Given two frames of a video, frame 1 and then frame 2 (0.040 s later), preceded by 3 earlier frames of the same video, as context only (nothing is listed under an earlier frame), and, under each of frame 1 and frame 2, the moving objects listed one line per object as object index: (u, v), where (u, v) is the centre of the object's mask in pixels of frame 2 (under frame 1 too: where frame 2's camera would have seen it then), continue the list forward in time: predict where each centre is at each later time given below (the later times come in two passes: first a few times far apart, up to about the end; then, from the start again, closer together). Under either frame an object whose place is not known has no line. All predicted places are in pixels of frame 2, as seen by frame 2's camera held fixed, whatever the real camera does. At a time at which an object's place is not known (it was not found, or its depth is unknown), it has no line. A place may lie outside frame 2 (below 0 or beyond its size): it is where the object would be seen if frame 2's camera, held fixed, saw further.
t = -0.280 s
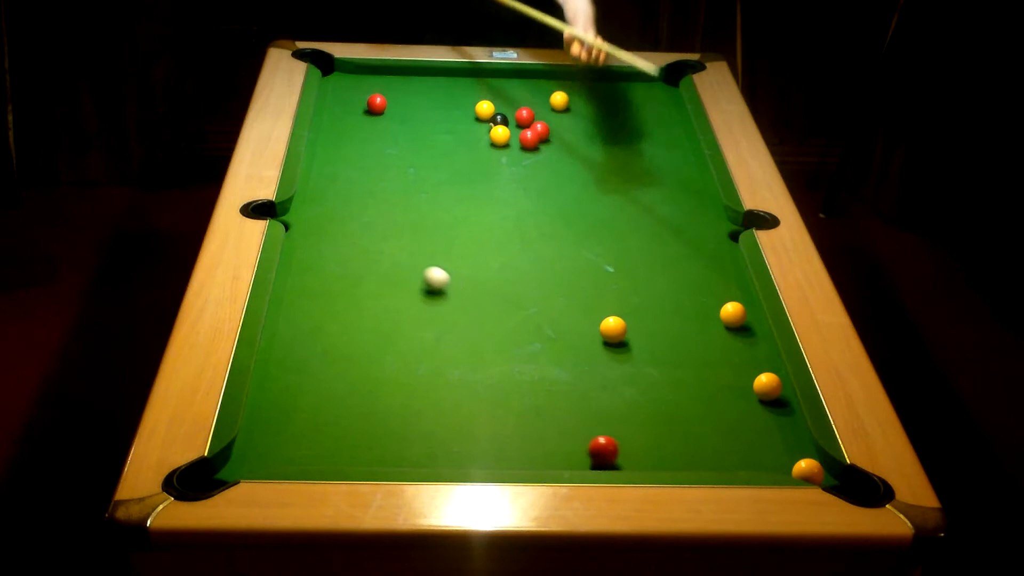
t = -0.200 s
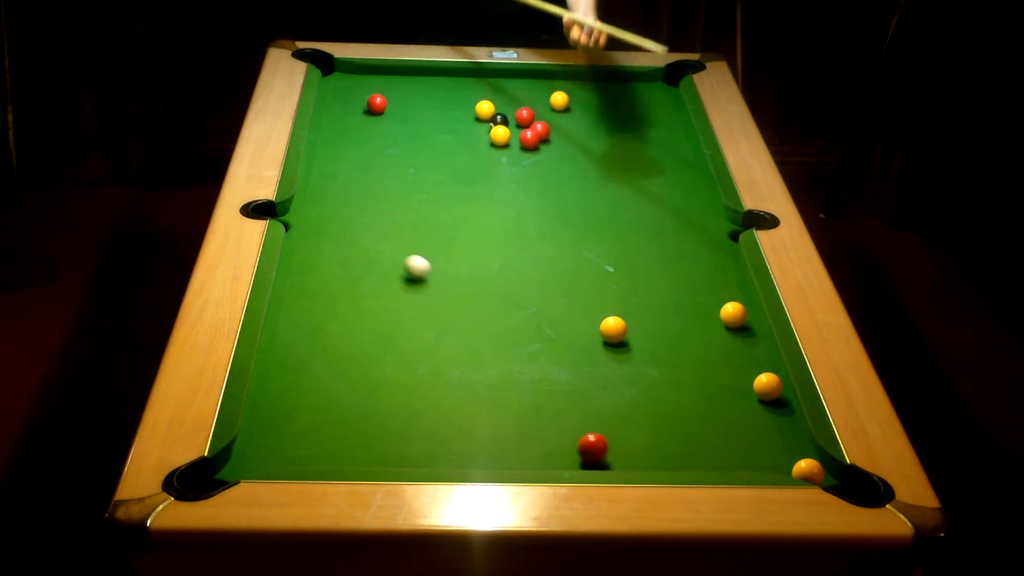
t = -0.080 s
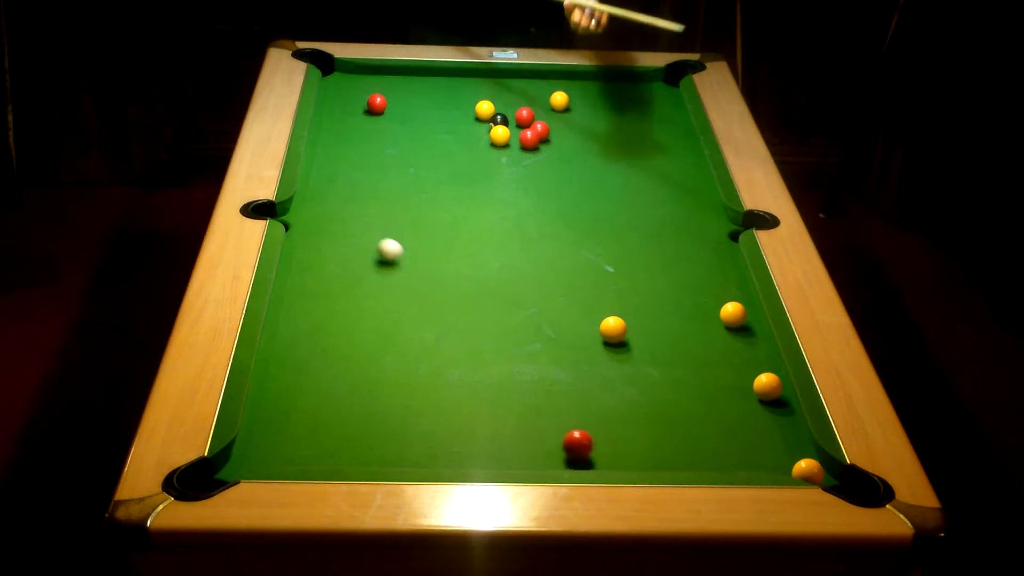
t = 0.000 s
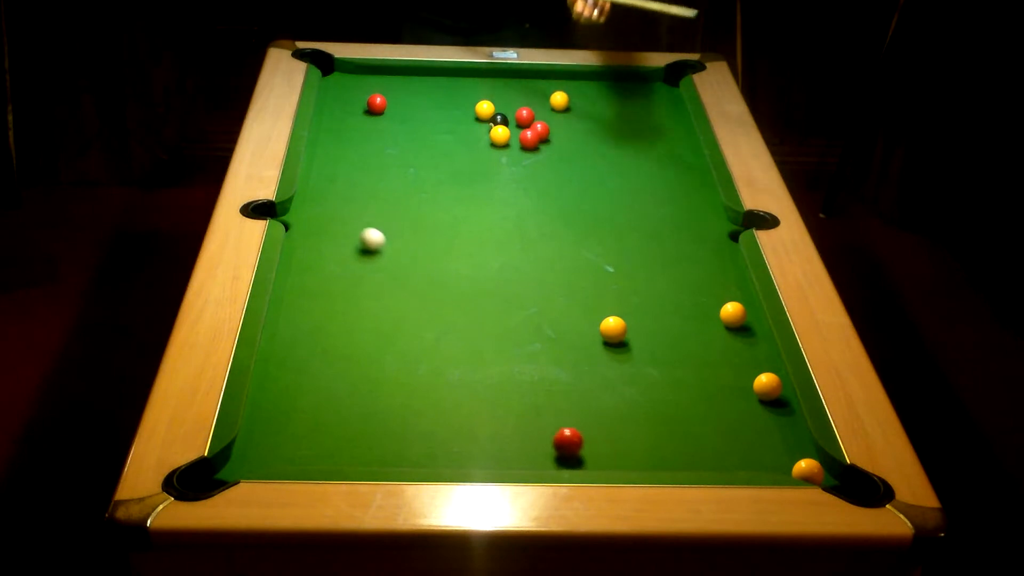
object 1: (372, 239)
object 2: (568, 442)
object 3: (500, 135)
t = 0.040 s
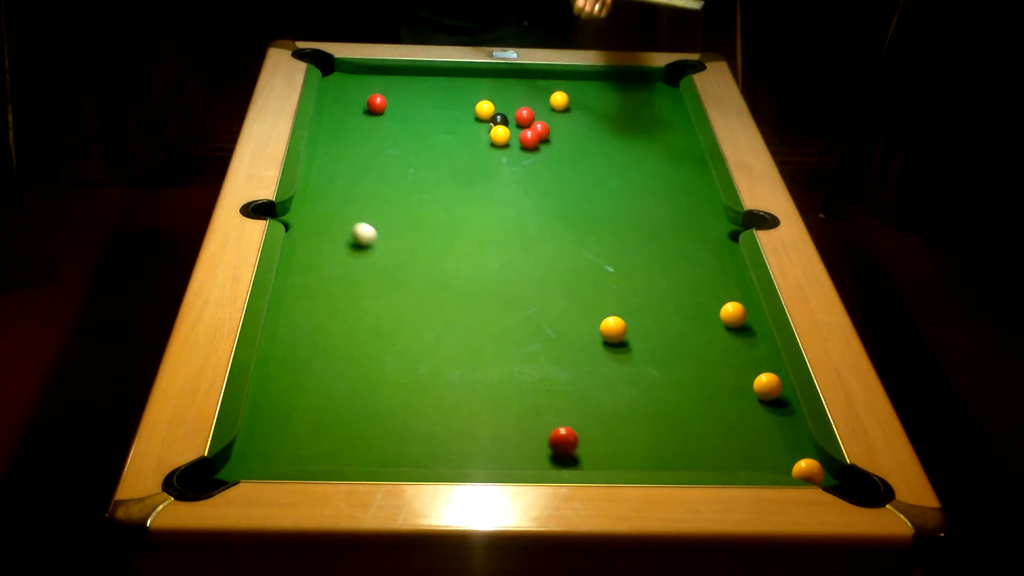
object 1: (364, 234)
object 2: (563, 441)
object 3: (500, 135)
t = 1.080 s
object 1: (429, 156)
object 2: (476, 421)
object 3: (500, 135)
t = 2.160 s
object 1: (484, 130)
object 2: (450, 412)
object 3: (521, 125)
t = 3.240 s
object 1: (484, 128)
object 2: (450, 412)
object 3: (522, 123)
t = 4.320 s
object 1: (484, 128)
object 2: (450, 412)
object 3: (522, 124)
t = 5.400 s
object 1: (484, 128)
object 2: (450, 412)
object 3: (522, 124)
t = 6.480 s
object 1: (484, 128)
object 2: (450, 411)
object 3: (522, 124)
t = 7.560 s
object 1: (484, 128)
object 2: (450, 411)
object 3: (522, 124)
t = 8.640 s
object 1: (484, 128)
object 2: (450, 411)
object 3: (522, 124)
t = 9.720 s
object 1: (484, 128)
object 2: (450, 412)
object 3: (522, 124)
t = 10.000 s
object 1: (484, 127)
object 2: (450, 412)
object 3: (522, 124)
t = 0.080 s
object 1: (356, 229)
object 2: (559, 440)
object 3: (500, 135)
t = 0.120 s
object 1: (348, 224)
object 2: (554, 439)
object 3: (500, 135)
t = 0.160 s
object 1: (340, 219)
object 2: (550, 439)
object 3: (500, 135)
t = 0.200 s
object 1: (332, 214)
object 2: (546, 438)
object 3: (500, 135)
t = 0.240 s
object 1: (324, 209)
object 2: (541, 436)
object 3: (500, 135)
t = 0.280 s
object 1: (317, 205)
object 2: (537, 435)
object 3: (500, 135)
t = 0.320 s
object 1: (310, 200)
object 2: (534, 434)
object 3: (500, 135)
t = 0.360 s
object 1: (309, 196)
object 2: (530, 434)
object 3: (500, 135)
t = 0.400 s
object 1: (316, 194)
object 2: (526, 432)
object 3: (500, 135)
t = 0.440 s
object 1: (324, 191)
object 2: (522, 432)
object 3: (500, 135)
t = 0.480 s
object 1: (331, 189)
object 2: (519, 431)
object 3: (500, 135)
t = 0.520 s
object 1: (338, 186)
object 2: (515, 430)
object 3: (500, 135)
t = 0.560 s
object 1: (346, 184)
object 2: (512, 430)
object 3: (500, 135)
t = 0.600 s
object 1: (353, 182)
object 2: (509, 428)
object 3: (500, 135)
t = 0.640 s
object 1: (360, 179)
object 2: (505, 428)
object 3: (500, 135)
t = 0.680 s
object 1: (367, 177)
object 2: (502, 427)
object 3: (500, 135)
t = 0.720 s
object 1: (373, 175)
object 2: (499, 427)
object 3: (500, 135)
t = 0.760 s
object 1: (380, 173)
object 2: (496, 426)
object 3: (500, 135)
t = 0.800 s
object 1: (387, 171)
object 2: (493, 425)
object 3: (500, 135)
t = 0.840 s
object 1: (393, 168)
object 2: (491, 424)
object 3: (500, 135)
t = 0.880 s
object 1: (399, 166)
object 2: (488, 424)
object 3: (500, 135)
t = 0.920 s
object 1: (405, 164)
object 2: (485, 423)
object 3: (500, 135)
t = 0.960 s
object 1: (411, 162)
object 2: (483, 423)
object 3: (500, 135)
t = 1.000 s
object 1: (417, 160)
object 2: (481, 422)
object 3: (500, 135)
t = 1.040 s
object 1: (423, 158)
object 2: (478, 421)
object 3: (500, 135)
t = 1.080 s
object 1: (429, 156)
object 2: (476, 421)
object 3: (500, 135)
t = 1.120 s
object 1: (434, 154)
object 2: (474, 420)
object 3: (500, 135)
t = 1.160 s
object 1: (440, 153)
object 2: (472, 419)
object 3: (500, 135)
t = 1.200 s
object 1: (446, 151)
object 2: (470, 419)
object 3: (500, 135)
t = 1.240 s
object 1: (451, 149)
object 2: (469, 418)
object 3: (500, 135)
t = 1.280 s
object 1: (456, 147)
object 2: (467, 418)
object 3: (500, 135)
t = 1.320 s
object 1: (462, 145)
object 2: (465, 417)
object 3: (500, 135)
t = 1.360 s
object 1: (467, 144)
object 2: (464, 417)
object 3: (500, 135)
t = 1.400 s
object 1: (472, 142)
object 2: (463, 416)
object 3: (500, 135)
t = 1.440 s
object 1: (476, 141)
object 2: (461, 416)
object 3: (500, 135)
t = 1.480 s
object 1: (481, 139)
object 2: (460, 415)
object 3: (500, 135)
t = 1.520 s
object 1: (481, 138)
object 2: (459, 414)
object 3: (504, 134)
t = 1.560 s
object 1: (481, 138)
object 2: (458, 414)
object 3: (507, 134)
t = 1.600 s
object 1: (482, 137)
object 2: (457, 414)
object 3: (510, 133)
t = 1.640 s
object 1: (482, 136)
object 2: (456, 414)
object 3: (512, 132)
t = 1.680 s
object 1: (482, 136)
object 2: (455, 414)
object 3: (514, 131)
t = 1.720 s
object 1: (482, 135)
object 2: (454, 413)
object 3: (516, 130)
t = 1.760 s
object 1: (482, 134)
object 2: (453, 413)
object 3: (517, 130)
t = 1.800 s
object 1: (483, 134)
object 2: (453, 413)
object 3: (518, 129)
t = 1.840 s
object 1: (483, 133)
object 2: (452, 413)
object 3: (518, 128)
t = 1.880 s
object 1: (483, 133)
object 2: (452, 413)
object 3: (519, 128)
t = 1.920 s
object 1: (483, 132)
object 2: (451, 413)
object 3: (519, 127)
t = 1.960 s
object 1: (483, 132)
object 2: (451, 413)
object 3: (519, 127)
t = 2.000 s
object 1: (484, 131)
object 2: (451, 413)
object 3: (520, 126)
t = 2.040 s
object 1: (484, 131)
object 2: (451, 412)
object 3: (520, 126)
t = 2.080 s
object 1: (484, 130)
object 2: (450, 412)
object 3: (520, 125)
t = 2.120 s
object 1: (484, 130)
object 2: (450, 412)
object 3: (520, 125)
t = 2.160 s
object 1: (484, 130)
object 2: (450, 412)
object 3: (521, 125)
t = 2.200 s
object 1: (484, 129)
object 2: (450, 412)
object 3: (521, 124)
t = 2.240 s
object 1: (484, 129)
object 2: (450, 412)
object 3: (521, 124)
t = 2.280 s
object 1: (484, 129)
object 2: (450, 411)
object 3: (522, 124)
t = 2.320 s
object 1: (484, 128)
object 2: (450, 412)
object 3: (522, 124)
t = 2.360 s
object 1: (484, 128)
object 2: (450, 412)
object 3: (522, 124)
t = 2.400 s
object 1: (484, 128)
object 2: (450, 411)
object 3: (522, 124)
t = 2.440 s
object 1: (484, 128)
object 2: (450, 411)
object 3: (522, 123)
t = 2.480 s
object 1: (484, 128)
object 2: (450, 411)
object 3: (522, 123)
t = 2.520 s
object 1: (484, 128)
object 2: (450, 411)
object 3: (522, 123)
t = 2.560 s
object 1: (484, 128)
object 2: (450, 412)
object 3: (522, 123)
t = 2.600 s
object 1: (484, 128)
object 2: (450, 411)
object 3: (522, 123)
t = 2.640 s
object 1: (484, 128)
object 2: (450, 412)
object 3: (522, 123)
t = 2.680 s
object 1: (484, 128)
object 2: (450, 411)
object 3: (522, 124)
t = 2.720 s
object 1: (484, 128)
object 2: (450, 412)
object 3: (522, 124)
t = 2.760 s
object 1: (484, 128)
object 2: (450, 411)
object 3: (522, 124)
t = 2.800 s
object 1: (484, 128)
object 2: (450, 411)
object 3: (522, 124)
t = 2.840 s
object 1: (484, 128)
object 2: (450, 412)
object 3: (522, 124)
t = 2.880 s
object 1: (484, 128)
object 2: (450, 411)
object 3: (522, 124)
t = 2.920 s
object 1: (484, 128)
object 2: (450, 412)
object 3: (522, 124)
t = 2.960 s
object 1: (484, 128)
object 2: (450, 411)
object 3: (522, 124)
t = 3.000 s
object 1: (484, 128)
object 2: (450, 412)
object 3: (522, 124)
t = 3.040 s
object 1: (484, 128)
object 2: (450, 411)
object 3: (522, 124)
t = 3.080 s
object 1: (484, 128)
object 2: (450, 412)
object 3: (522, 124)
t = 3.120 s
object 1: (484, 128)
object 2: (450, 412)
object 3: (522, 124)
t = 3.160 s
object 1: (484, 128)
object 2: (450, 411)
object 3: (522, 124)
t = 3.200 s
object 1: (484, 128)
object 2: (450, 411)
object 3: (522, 123)
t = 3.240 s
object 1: (484, 128)
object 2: (450, 412)
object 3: (522, 123)
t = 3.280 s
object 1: (484, 128)
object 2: (450, 411)
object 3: (522, 123)
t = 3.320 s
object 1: (484, 128)
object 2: (450, 411)
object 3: (522, 124)
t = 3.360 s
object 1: (484, 128)
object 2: (450, 412)
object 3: (522, 124)
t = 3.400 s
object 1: (484, 128)
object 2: (450, 412)
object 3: (522, 124)
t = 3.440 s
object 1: (484, 128)
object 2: (450, 411)
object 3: (522, 124)
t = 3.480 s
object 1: (484, 128)
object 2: (450, 412)
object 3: (522, 124)
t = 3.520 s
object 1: (484, 128)
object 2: (450, 412)
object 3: (522, 124)
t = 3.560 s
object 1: (484, 128)
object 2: (450, 411)
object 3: (522, 124)
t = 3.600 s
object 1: (484, 128)
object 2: (450, 411)
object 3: (522, 124)
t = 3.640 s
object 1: (484, 128)
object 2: (450, 412)
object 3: (522, 124)
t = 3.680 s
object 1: (484, 128)
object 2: (450, 412)
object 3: (522, 124)
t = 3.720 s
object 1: (484, 128)
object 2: (450, 411)
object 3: (522, 124)
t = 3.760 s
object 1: (484, 128)
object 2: (450, 412)
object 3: (522, 124)
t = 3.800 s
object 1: (484, 128)
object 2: (450, 411)
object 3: (522, 124)
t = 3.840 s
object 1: (484, 128)
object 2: (450, 412)
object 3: (522, 124)
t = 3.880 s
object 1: (484, 128)
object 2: (450, 411)
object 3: (522, 124)
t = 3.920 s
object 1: (484, 128)
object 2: (450, 411)
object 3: (522, 124)
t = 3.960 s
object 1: (484, 128)
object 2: (450, 412)
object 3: (522, 124)
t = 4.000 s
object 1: (484, 128)
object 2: (450, 411)
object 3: (522, 124)
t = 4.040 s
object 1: (484, 128)
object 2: (450, 412)
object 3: (522, 124)
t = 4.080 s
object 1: (484, 128)
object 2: (450, 411)
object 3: (522, 124)
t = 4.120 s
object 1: (484, 128)
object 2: (450, 412)
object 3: (522, 124)
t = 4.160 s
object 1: (484, 128)
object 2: (450, 412)
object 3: (522, 124)
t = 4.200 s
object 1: (484, 128)
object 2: (450, 411)
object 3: (522, 124)
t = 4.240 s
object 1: (484, 128)
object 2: (450, 412)
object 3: (522, 124)
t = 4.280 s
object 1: (484, 128)
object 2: (450, 412)
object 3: (522, 124)
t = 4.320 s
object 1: (484, 128)
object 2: (450, 412)
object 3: (522, 124)
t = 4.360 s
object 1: (484, 128)
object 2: (450, 411)
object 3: (522, 124)
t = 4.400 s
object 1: (484, 128)
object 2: (450, 412)
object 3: (522, 124)
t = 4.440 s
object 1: (484, 128)
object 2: (450, 412)
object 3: (522, 124)
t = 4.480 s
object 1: (484, 128)
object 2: (450, 411)
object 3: (522, 124)
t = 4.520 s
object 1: (484, 128)
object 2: (450, 412)
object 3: (522, 124)
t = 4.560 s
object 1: (484, 128)
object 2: (450, 411)
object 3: (522, 124)
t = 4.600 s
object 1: (484, 128)
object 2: (450, 411)
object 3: (522, 124)
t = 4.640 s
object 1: (484, 128)
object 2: (450, 412)
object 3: (522, 124)
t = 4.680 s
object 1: (484, 128)
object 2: (450, 411)
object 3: (522, 124)
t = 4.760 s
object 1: (484, 128)
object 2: (450, 411)
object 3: (522, 124)
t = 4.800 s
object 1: (484, 128)
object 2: (450, 412)
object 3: (522, 124)
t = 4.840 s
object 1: (484, 128)
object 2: (450, 412)
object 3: (522, 124)
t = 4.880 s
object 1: (484, 128)
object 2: (450, 411)
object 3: (522, 124)
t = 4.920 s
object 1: (484, 128)
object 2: (450, 412)
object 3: (522, 124)
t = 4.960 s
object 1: (484, 128)
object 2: (450, 411)
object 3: (522, 124)
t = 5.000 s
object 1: (484, 128)
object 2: (450, 412)
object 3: (522, 124)
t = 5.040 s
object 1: (484, 128)
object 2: (450, 412)
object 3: (522, 124)
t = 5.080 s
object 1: (484, 128)
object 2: (450, 411)
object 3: (522, 124)
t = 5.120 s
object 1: (484, 128)
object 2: (450, 412)
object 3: (522, 124)
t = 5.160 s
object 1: (484, 128)
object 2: (450, 411)
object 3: (522, 124)
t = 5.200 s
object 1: (484, 128)
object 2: (450, 412)
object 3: (522, 124)
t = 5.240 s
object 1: (484, 127)
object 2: (450, 411)
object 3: (522, 124)
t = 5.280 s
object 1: (484, 128)
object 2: (450, 412)
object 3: (522, 124)
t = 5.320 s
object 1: (484, 128)
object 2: (450, 412)
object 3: (522, 124)
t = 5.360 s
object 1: (484, 128)
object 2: (450, 411)
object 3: (522, 124)
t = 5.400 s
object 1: (484, 128)
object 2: (450, 412)
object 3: (522, 124)
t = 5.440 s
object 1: (484, 128)
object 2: (450, 411)
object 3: (522, 124)
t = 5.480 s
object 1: (484, 128)
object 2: (450, 411)
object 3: (522, 124)
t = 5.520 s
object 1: (484, 128)
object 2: (450, 411)
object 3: (522, 124)
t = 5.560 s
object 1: (484, 128)
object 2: (450, 411)
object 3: (522, 124)
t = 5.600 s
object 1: (484, 128)
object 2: (450, 412)
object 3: (522, 124)
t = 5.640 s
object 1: (484, 127)
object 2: (450, 411)
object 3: (522, 124)
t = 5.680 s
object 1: (484, 128)
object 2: (450, 412)
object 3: (522, 124)
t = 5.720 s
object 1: (484, 127)
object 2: (450, 412)
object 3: (522, 124)
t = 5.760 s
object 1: (484, 127)
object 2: (450, 412)
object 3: (522, 124)
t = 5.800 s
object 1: (484, 128)
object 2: (450, 412)
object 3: (522, 124)
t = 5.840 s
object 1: (484, 128)
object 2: (450, 412)
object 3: (522, 124)
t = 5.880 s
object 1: (484, 128)
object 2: (450, 411)
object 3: (522, 124)
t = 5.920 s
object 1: (484, 128)
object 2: (450, 412)
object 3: (522, 124)
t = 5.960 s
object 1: (484, 128)
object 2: (450, 412)
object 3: (522, 124)
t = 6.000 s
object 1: (484, 128)
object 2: (450, 411)
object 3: (522, 124)
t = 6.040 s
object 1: (484, 128)
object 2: (450, 412)
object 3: (522, 124)
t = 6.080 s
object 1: (484, 128)
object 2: (450, 411)
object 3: (522, 124)
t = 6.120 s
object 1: (484, 128)
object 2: (450, 412)
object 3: (522, 124)
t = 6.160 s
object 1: (484, 128)
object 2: (450, 411)
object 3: (522, 124)
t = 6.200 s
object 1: (484, 128)
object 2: (450, 411)
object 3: (522, 124)
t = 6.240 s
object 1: (484, 128)
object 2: (450, 412)
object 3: (522, 124)
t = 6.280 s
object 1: (484, 128)
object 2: (450, 411)
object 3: (522, 124)
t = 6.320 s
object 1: (484, 128)
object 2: (450, 412)
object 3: (522, 124)
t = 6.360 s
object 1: (484, 128)
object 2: (450, 411)
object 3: (522, 124)
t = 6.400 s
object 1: (484, 128)
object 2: (450, 412)
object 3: (522, 124)
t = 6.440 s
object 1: (484, 128)
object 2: (450, 412)
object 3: (522, 124)
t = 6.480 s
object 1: (484, 128)
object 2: (450, 411)
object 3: (522, 124)
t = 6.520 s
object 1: (484, 128)
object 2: (450, 412)
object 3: (522, 124)
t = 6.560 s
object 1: (484, 128)
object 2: (450, 412)
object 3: (522, 124)
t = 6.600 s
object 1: (484, 128)
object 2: (450, 411)
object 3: (522, 124)
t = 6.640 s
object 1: (484, 128)
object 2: (450, 411)
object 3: (522, 124)
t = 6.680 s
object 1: (484, 128)
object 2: (450, 412)
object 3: (522, 124)
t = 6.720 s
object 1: (484, 128)
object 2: (450, 411)
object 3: (522, 124)
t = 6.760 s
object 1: (484, 128)
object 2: (450, 412)
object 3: (522, 124)
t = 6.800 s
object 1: (484, 128)
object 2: (450, 411)
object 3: (522, 124)
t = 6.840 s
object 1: (484, 128)
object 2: (450, 412)
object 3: (522, 124)
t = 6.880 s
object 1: (484, 128)
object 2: (450, 411)
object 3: (522, 124)
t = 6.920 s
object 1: (484, 128)
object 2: (450, 412)
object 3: (522, 124)
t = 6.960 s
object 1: (484, 128)
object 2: (450, 411)
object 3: (522, 124)
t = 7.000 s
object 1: (484, 128)
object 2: (450, 411)
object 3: (522, 124)
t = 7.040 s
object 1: (484, 128)
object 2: (450, 412)
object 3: (522, 124)
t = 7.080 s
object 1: (484, 128)
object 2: (450, 412)
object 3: (522, 124)
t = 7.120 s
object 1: (484, 128)
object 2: (450, 411)
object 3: (522, 124)
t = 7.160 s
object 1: (484, 128)
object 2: (450, 411)
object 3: (522, 124)
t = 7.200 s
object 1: (484, 128)
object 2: (450, 412)
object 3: (522, 124)
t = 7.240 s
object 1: (484, 128)
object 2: (450, 411)
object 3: (522, 124)
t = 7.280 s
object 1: (484, 128)
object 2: (450, 411)
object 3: (522, 124)
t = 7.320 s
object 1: (484, 128)
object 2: (450, 412)
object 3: (522, 124)
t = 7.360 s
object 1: (484, 128)
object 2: (450, 412)
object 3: (522, 124)
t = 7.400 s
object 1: (484, 128)
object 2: (450, 411)
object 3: (522, 124)
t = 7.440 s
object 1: (484, 128)
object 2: (450, 411)
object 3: (522, 124)
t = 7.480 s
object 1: (484, 128)
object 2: (450, 412)
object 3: (522, 124)
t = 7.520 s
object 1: (484, 128)
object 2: (450, 411)
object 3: (522, 124)
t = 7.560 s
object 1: (484, 128)
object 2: (450, 411)
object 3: (522, 124)
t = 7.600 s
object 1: (484, 128)
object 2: (450, 411)
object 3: (522, 124)
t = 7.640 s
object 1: (484, 128)
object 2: (450, 412)
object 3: (522, 124)
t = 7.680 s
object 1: (484, 128)
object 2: (450, 412)
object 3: (522, 124)
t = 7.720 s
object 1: (484, 128)
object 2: (450, 411)
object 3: (522, 124)
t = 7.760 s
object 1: (484, 128)
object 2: (450, 412)
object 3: (522, 124)
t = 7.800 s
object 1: (484, 128)
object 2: (450, 412)
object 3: (522, 124)
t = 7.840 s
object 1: (484, 128)
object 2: (450, 412)
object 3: (522, 124)
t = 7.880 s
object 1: (484, 128)
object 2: (450, 412)
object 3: (522, 124)
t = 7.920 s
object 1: (484, 128)
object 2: (450, 412)
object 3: (522, 124)
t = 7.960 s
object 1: (484, 128)
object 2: (450, 411)
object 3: (522, 124)
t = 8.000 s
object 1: (484, 128)
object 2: (450, 412)
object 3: (522, 124)
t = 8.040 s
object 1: (484, 128)
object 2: (450, 411)
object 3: (522, 124)
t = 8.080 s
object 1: (484, 128)
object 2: (450, 412)
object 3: (522, 124)
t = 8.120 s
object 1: (484, 128)
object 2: (450, 411)
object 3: (522, 124)
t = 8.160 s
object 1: (484, 128)
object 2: (450, 412)
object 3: (522, 124)
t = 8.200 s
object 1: (484, 128)
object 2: (450, 412)
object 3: (522, 124)
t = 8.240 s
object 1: (484, 128)
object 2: (450, 411)
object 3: (522, 124)
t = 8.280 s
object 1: (484, 128)
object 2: (450, 412)
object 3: (522, 124)
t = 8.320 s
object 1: (484, 128)
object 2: (450, 412)
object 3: (522, 124)
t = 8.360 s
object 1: (484, 128)
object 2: (450, 412)
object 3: (522, 124)
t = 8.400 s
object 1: (484, 128)
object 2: (450, 412)
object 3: (522, 124)
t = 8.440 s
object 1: (484, 128)
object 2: (450, 412)
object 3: (522, 124)
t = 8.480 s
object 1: (484, 128)
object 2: (450, 411)
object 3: (522, 124)
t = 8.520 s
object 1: (484, 128)
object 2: (450, 411)
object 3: (522, 124)
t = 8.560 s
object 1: (484, 128)
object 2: (450, 412)
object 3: (522, 124)
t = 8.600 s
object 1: (484, 128)
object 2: (450, 411)
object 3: (522, 124)
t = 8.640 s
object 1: (484, 128)
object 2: (450, 411)
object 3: (522, 124)
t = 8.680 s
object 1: (484, 128)
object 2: (450, 412)
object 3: (522, 124)
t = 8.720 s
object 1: (484, 128)
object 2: (450, 412)
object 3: (522, 124)
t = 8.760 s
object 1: (484, 128)
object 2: (450, 411)
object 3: (522, 124)
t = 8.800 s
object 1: (484, 128)
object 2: (450, 411)
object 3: (522, 124)
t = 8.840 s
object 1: (484, 128)
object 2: (450, 412)
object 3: (522, 124)
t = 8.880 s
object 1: (484, 128)
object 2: (450, 412)
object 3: (522, 124)
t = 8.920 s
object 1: (484, 128)
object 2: (450, 411)
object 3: (522, 124)
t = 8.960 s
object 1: (484, 128)
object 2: (450, 412)
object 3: (522, 124)
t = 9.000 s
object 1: (484, 128)
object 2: (450, 412)
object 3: (522, 124)
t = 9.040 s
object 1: (484, 128)
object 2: (450, 411)
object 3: (522, 124)
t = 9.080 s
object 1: (484, 128)
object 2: (450, 412)
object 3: (522, 124)
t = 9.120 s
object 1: (484, 128)
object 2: (450, 411)
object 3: (522, 124)
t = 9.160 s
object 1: (484, 128)
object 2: (450, 412)
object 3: (522, 124)
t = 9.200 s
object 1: (484, 128)
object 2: (450, 411)
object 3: (522, 124)
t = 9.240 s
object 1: (484, 128)
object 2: (450, 412)
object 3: (522, 124)
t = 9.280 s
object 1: (484, 128)
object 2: (450, 412)
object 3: (522, 124)
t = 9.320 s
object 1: (484, 128)
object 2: (450, 411)
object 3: (522, 124)
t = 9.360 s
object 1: (484, 128)
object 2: (450, 412)
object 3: (522, 124)
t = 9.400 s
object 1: (484, 128)
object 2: (450, 412)
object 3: (522, 124)
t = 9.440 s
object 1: (484, 128)
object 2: (450, 411)
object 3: (522, 124)
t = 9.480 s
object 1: (484, 128)
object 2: (450, 411)
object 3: (522, 124)
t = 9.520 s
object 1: (484, 128)
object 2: (450, 412)
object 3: (522, 124)
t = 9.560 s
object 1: (484, 128)
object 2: (450, 411)
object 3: (522, 124)
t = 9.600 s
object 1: (484, 128)
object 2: (450, 412)
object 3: (522, 124)
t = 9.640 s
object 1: (484, 128)
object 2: (450, 411)
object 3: (522, 124)
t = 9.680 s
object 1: (484, 128)
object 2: (450, 412)
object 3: (522, 124)
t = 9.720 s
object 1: (484, 128)
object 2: (450, 412)
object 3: (522, 124)
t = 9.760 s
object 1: (484, 128)
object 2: (450, 411)
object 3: (522, 124)
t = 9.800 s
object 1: (484, 128)
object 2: (450, 412)
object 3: (522, 124)
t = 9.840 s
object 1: (484, 128)
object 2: (450, 411)
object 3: (522, 124)
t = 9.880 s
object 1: (484, 128)
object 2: (450, 411)
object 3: (522, 124)
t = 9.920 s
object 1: (484, 127)
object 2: (450, 411)
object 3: (522, 124)
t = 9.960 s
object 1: (484, 128)
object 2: (450, 412)
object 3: (522, 124)
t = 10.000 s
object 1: (484, 127)
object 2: (450, 412)
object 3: (522, 124)
